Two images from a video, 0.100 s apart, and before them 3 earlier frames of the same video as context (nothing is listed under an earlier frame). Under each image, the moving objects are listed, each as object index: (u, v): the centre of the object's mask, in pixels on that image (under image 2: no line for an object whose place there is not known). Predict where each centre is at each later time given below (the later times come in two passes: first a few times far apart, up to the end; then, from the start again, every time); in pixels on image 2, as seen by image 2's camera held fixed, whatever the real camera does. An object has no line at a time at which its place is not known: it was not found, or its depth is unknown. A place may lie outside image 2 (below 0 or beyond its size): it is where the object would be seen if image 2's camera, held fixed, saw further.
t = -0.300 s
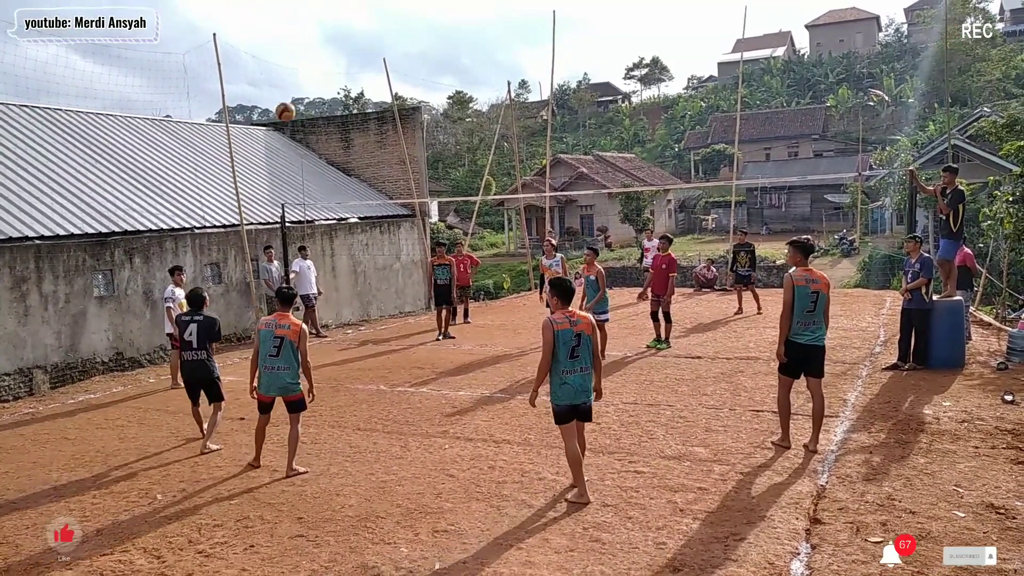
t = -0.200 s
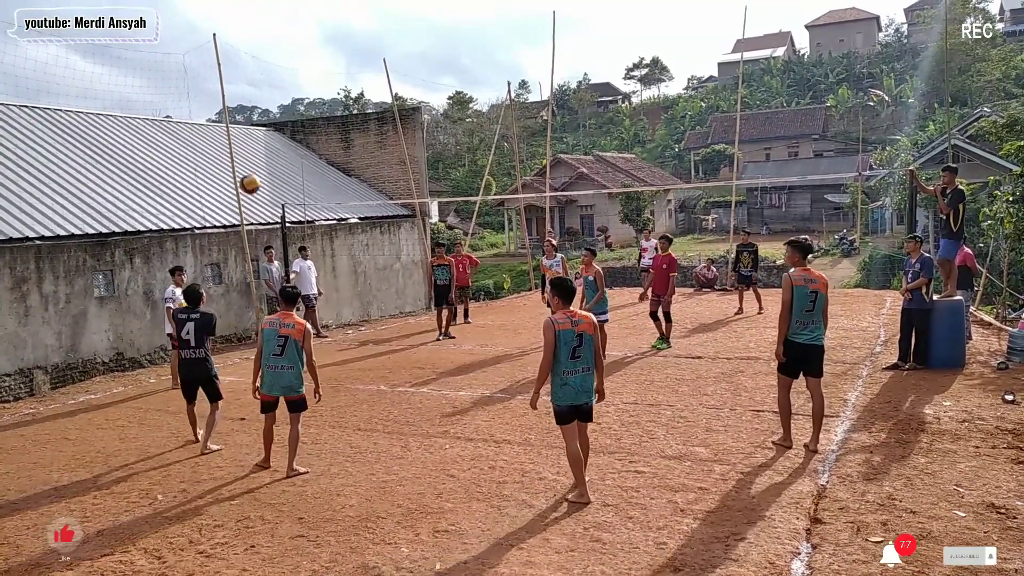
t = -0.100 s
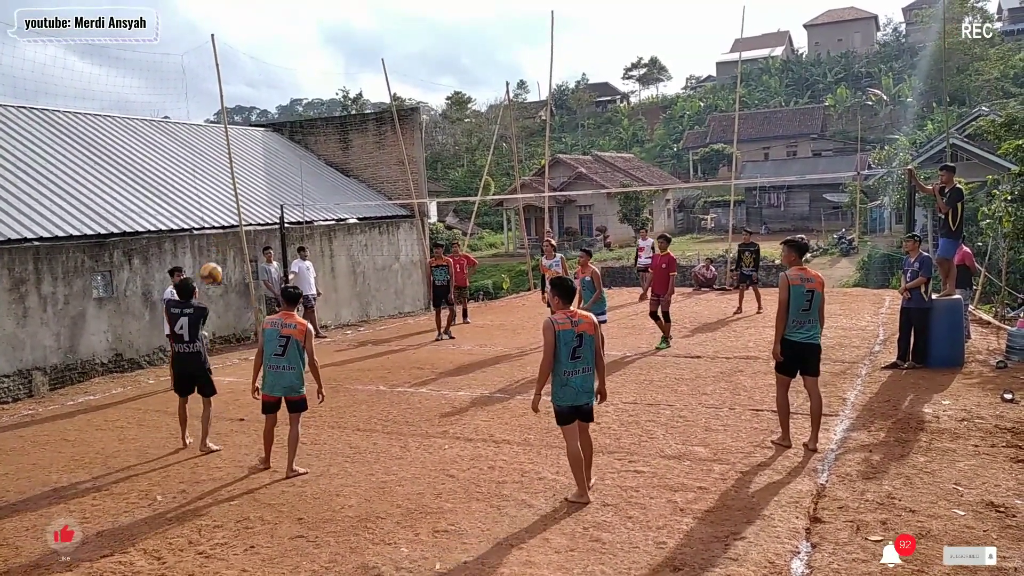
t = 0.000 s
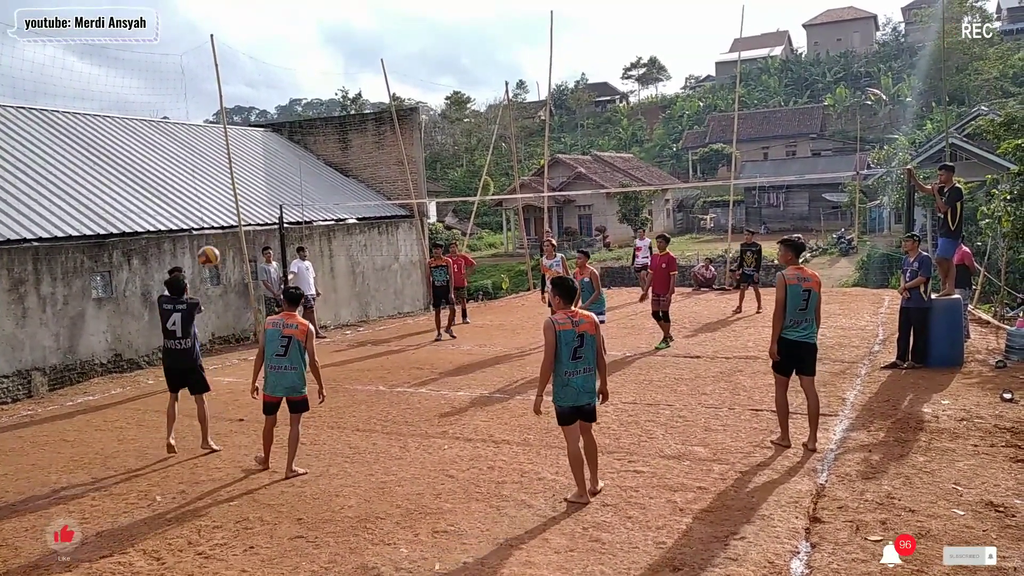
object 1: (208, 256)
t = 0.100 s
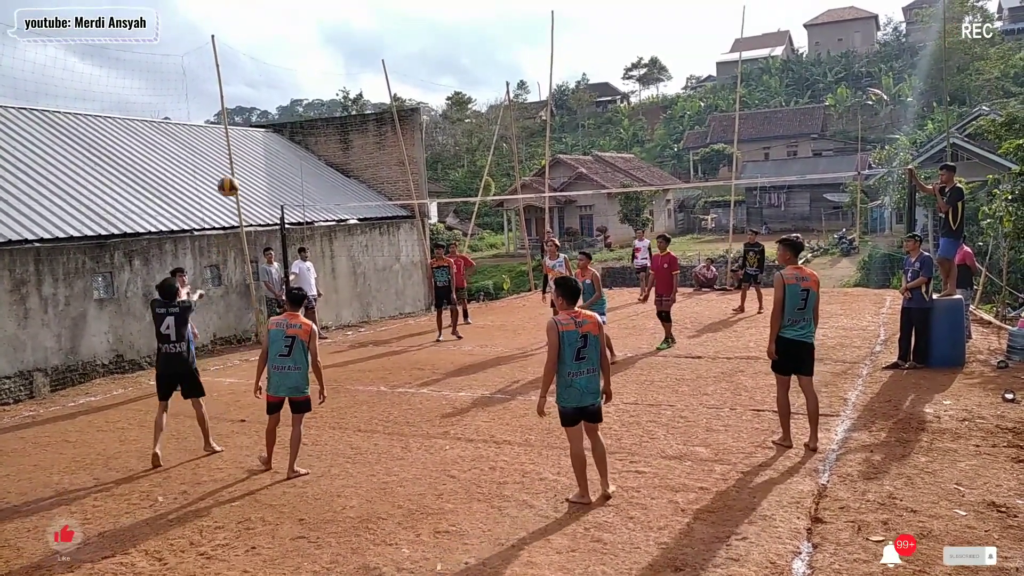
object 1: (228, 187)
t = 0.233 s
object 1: (252, 113)
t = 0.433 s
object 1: (287, 41)
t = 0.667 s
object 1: (326, 9)
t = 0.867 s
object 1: (358, 21)
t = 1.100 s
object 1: (394, 71)
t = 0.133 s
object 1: (234, 166)
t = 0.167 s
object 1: (240, 146)
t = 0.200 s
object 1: (247, 129)
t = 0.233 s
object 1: (252, 113)
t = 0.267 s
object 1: (258, 97)
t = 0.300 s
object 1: (263, 84)
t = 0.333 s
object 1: (269, 71)
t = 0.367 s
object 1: (275, 60)
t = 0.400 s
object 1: (281, 49)
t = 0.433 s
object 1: (287, 41)
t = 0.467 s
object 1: (293, 33)
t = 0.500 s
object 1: (298, 26)
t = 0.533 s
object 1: (303, 21)
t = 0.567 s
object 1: (309, 17)
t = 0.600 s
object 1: (315, 13)
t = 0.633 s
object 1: (320, 11)
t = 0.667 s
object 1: (326, 9)
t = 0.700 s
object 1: (332, 9)
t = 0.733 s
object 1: (337, 9)
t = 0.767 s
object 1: (342, 11)
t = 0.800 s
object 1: (348, 13)
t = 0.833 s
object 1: (353, 16)
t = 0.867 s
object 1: (358, 21)
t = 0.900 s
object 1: (363, 26)
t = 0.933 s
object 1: (369, 31)
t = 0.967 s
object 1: (374, 38)
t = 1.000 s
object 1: (379, 45)
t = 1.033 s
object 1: (384, 53)
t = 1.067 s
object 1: (389, 62)
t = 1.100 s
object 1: (394, 71)
